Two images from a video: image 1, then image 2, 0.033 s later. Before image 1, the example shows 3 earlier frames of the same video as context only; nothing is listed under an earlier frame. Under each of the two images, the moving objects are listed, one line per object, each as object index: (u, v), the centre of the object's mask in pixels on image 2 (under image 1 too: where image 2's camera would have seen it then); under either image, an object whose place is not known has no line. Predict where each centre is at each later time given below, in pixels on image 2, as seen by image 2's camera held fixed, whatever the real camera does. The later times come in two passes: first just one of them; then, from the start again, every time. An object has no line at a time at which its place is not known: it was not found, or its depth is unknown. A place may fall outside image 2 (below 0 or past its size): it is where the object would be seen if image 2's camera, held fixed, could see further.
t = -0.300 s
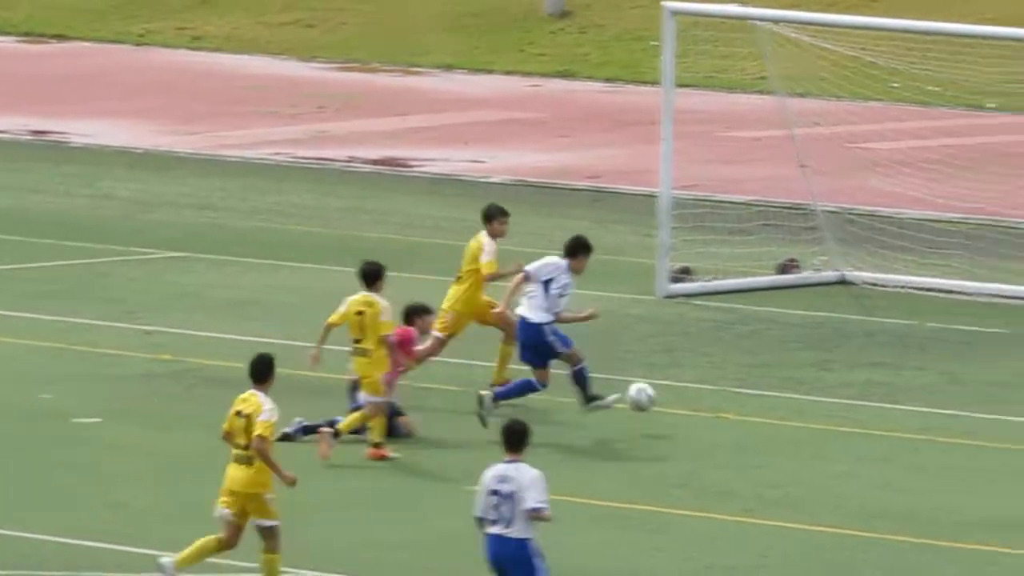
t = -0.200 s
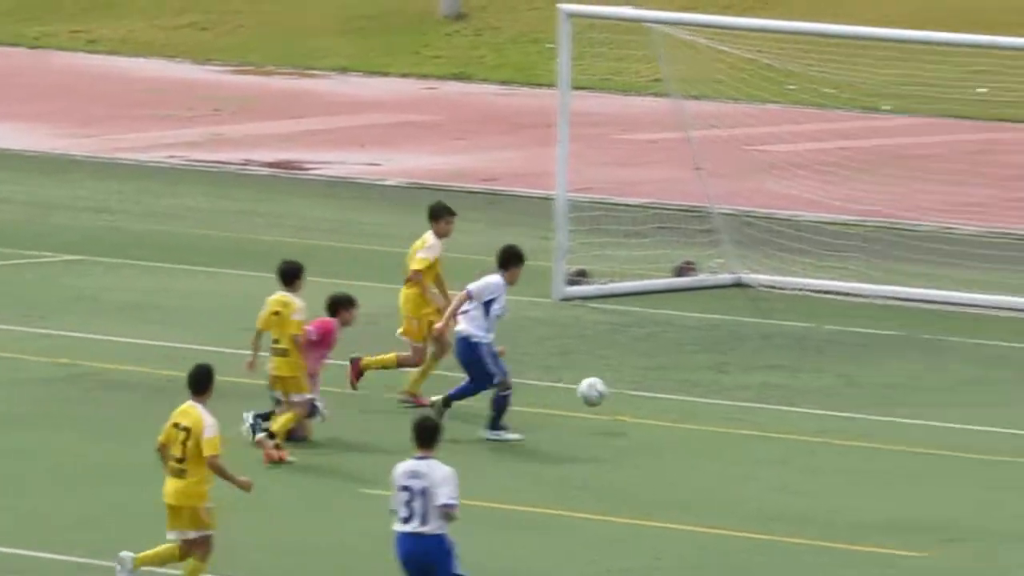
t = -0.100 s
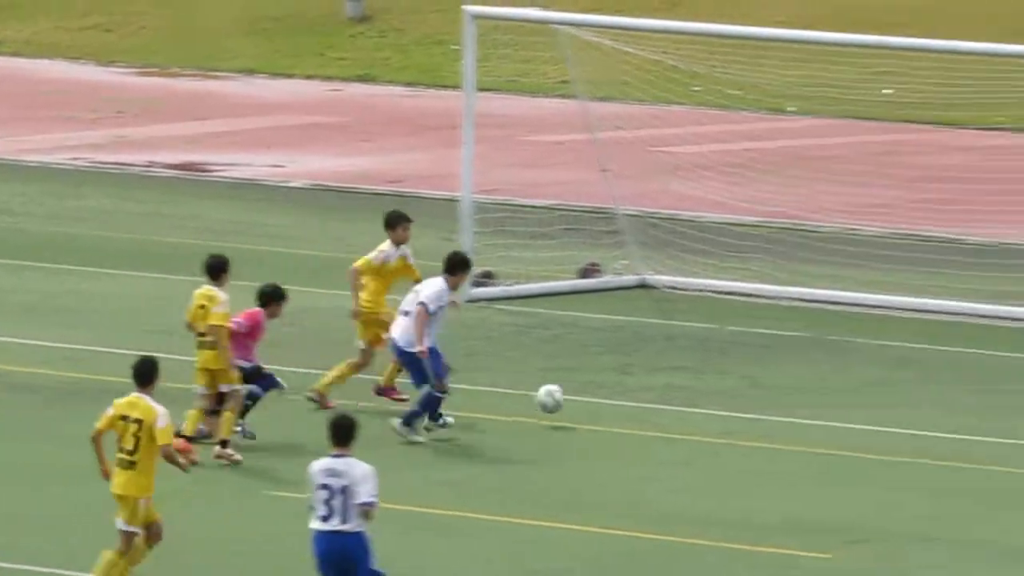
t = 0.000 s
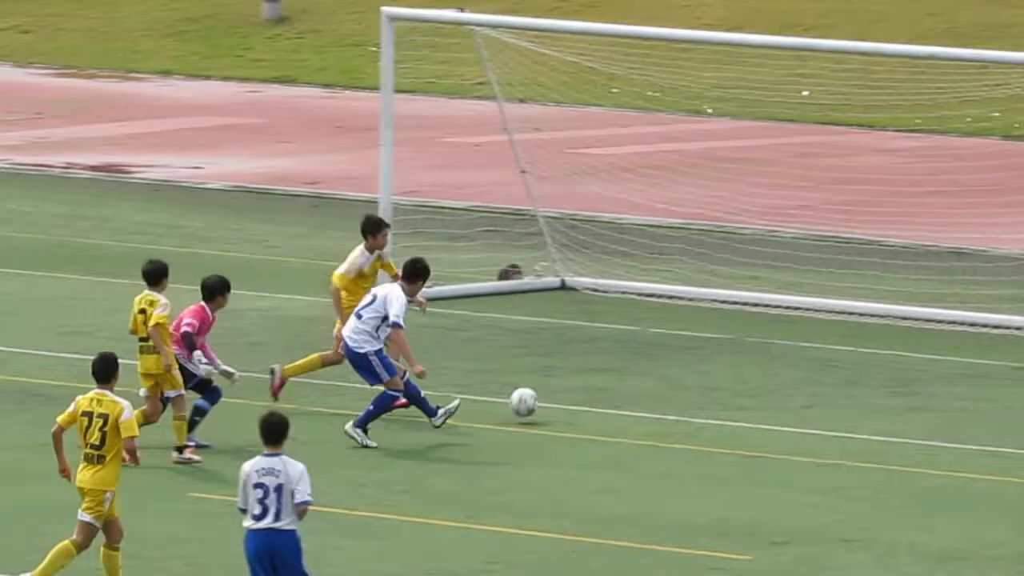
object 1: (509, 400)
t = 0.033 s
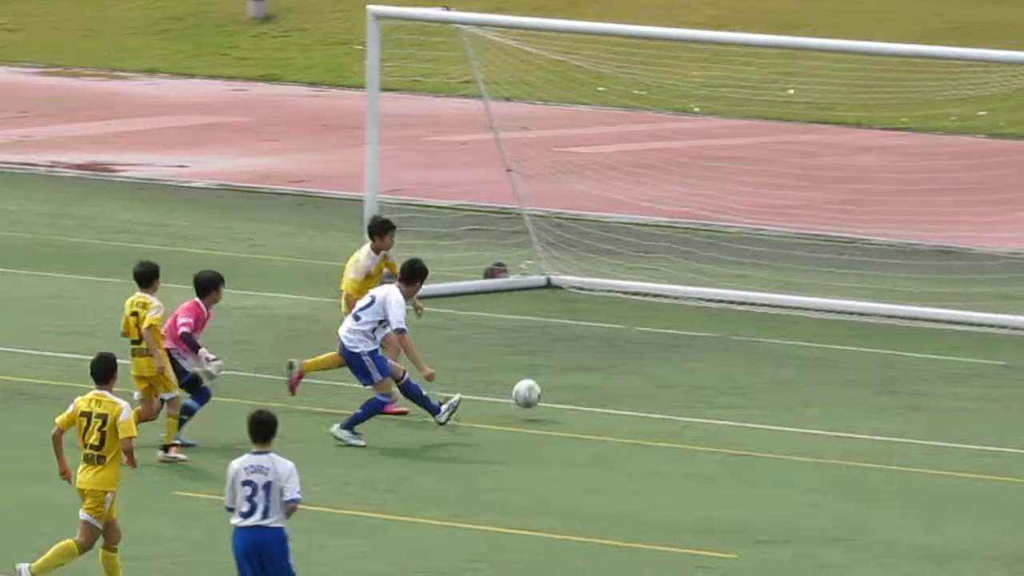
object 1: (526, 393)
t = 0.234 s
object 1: (627, 383)
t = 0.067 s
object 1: (543, 388)
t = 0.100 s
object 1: (561, 384)
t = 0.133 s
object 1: (578, 382)
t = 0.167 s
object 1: (595, 381)
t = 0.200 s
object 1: (611, 382)
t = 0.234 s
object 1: (627, 383)
